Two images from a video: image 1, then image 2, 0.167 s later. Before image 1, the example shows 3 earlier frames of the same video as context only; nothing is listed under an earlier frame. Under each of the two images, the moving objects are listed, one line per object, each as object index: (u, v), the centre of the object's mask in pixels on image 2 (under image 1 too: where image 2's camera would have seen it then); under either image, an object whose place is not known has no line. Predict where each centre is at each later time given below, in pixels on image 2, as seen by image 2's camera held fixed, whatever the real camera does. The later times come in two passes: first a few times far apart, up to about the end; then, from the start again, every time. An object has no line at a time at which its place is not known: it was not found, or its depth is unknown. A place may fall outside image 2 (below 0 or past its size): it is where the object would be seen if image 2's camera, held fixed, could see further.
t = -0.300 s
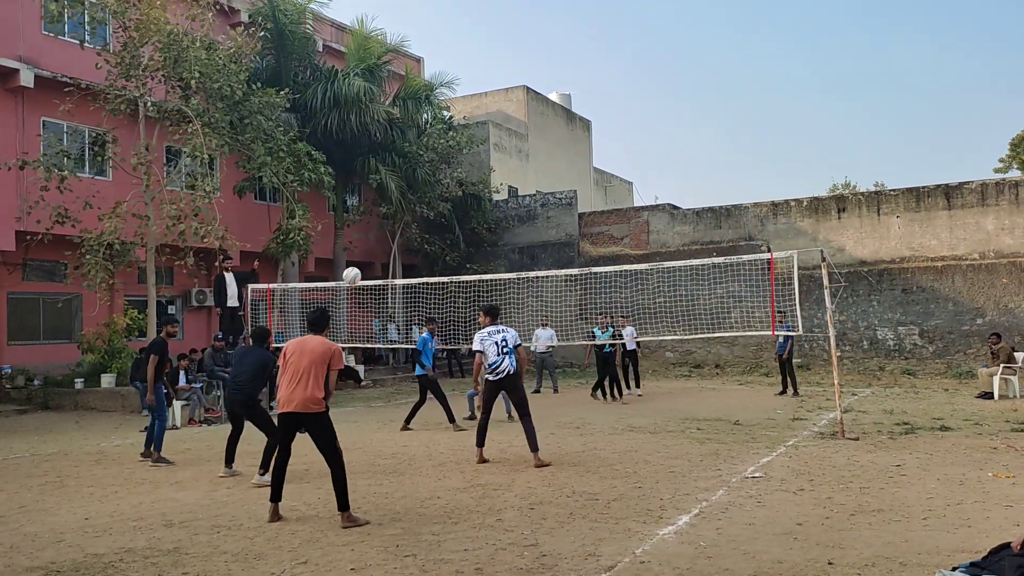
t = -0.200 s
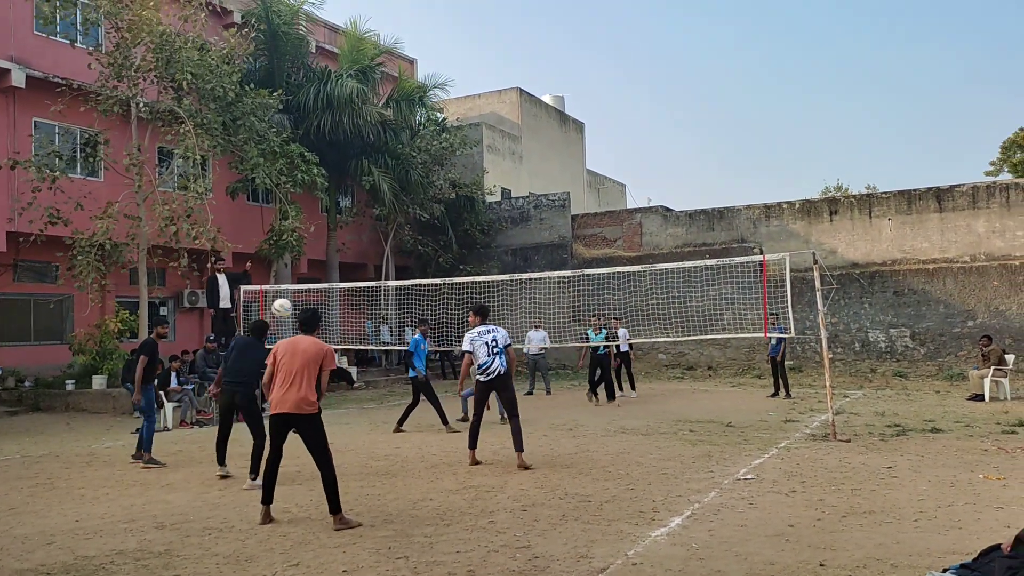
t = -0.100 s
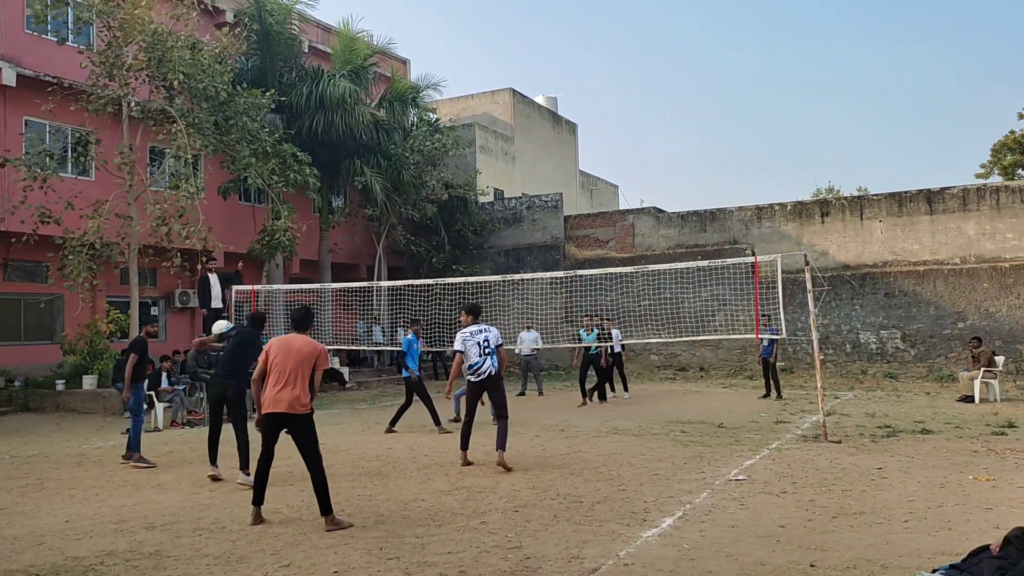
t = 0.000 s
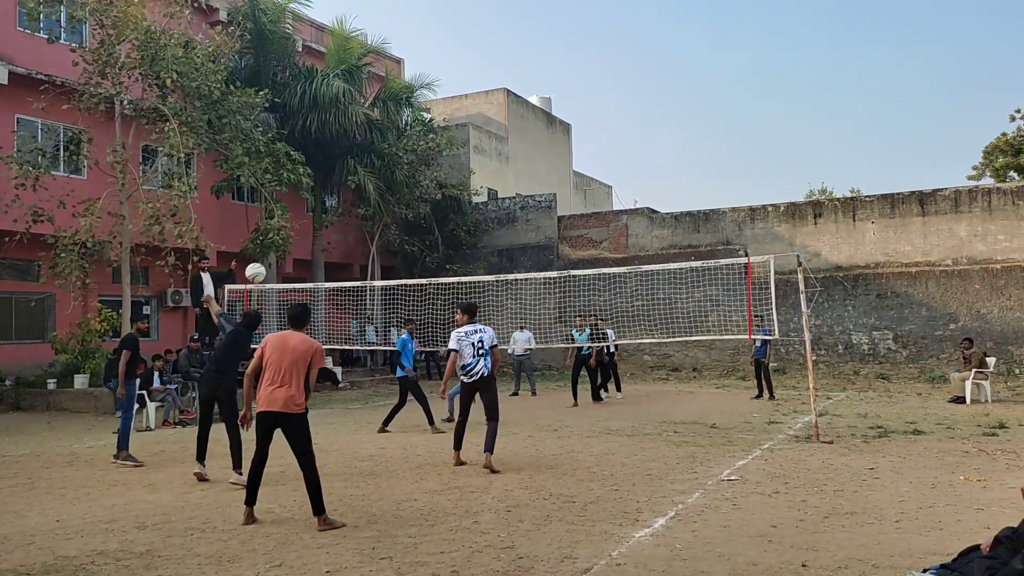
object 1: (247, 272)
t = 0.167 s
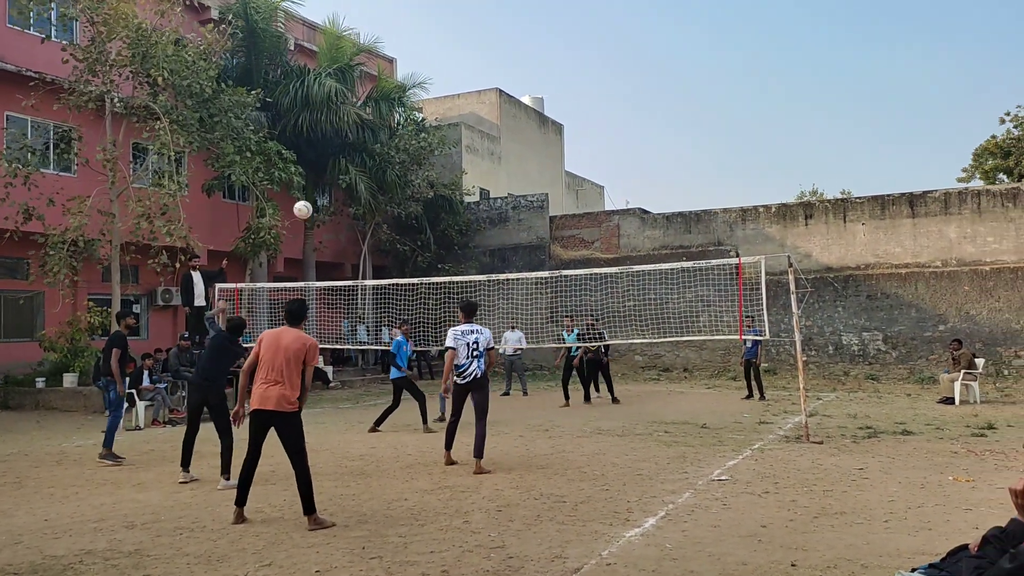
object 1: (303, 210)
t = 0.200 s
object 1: (313, 201)
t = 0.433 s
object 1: (371, 169)
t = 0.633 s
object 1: (411, 175)
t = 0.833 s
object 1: (443, 203)
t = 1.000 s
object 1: (466, 242)
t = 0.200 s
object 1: (313, 201)
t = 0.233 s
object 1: (322, 195)
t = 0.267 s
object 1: (331, 187)
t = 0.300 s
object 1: (340, 182)
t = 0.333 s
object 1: (348, 177)
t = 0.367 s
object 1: (356, 174)
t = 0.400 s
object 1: (364, 171)
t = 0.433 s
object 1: (371, 169)
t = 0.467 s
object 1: (378, 169)
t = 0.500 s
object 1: (385, 169)
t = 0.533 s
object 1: (392, 169)
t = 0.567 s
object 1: (399, 171)
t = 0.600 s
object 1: (405, 173)
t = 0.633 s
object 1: (411, 175)
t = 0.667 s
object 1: (417, 179)
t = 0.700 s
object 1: (423, 182)
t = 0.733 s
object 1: (428, 187)
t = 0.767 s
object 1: (433, 192)
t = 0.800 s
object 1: (439, 197)
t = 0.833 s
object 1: (443, 203)
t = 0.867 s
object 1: (448, 210)
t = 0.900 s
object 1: (453, 217)
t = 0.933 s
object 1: (457, 225)
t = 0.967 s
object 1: (462, 233)
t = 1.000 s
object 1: (466, 242)
